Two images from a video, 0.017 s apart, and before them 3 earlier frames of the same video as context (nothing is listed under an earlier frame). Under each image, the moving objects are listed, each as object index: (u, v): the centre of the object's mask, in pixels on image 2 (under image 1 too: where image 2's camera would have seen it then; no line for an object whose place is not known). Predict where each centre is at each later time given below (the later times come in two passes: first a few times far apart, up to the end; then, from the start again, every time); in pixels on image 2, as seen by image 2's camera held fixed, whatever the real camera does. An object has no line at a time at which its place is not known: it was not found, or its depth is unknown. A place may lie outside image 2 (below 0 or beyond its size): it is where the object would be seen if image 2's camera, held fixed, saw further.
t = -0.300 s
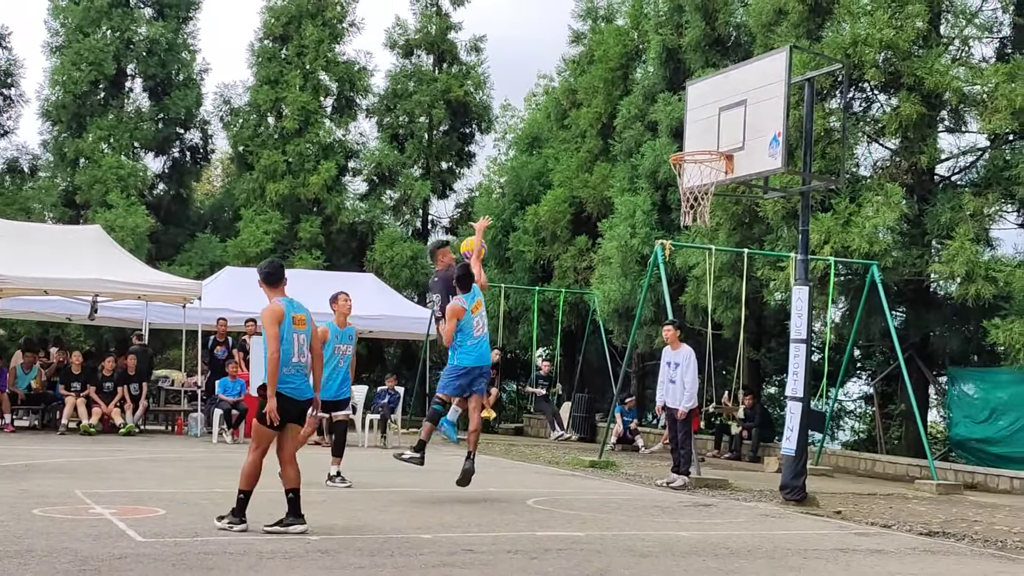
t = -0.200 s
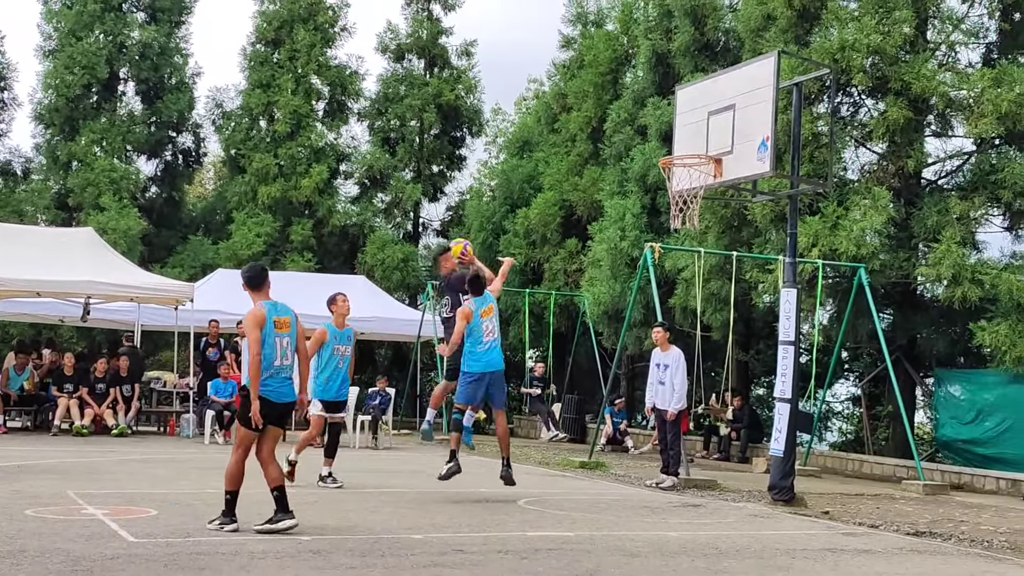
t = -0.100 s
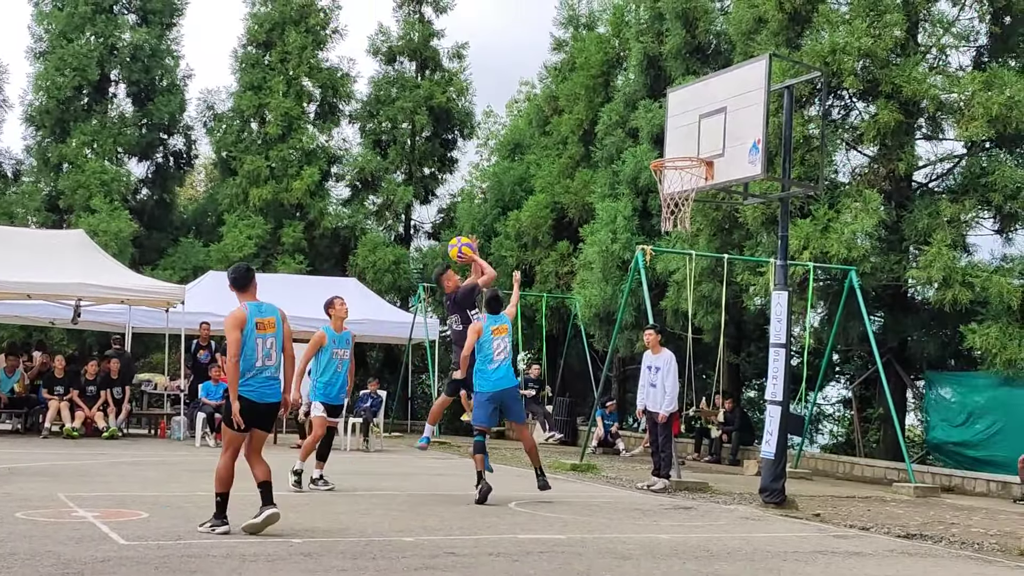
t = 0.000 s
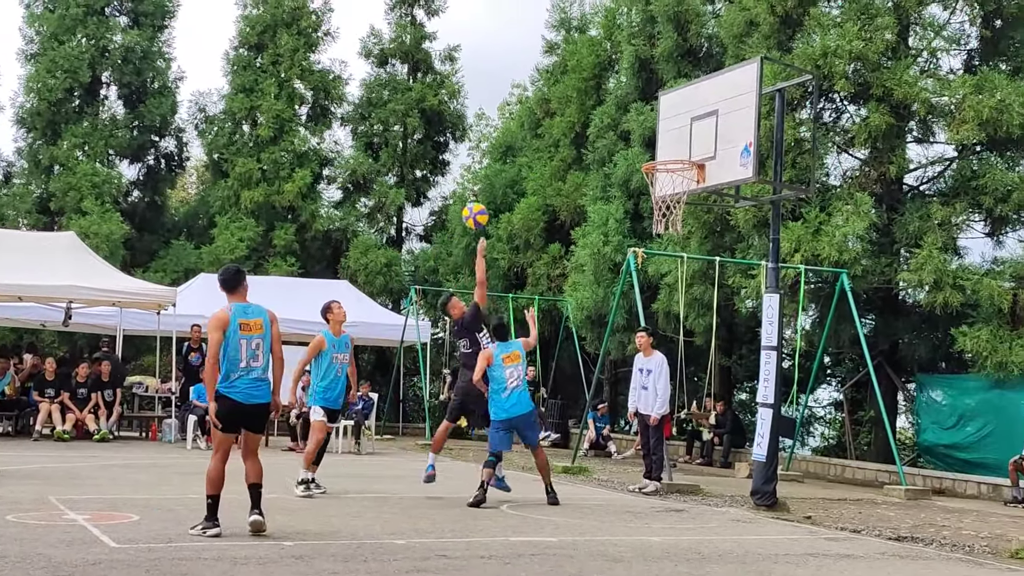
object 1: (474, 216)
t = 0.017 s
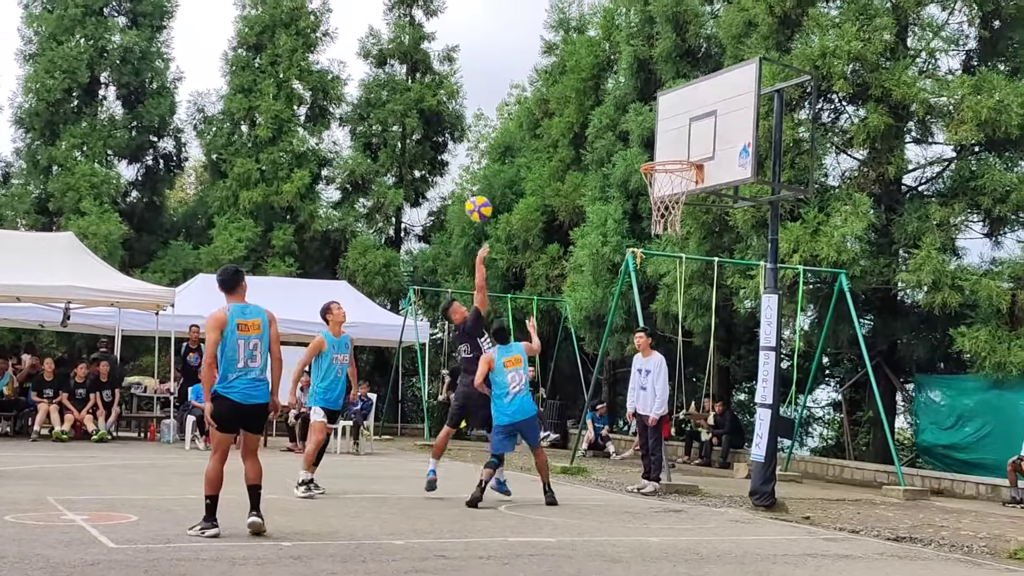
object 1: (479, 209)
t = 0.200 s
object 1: (529, 146)
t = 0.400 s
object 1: (584, 118)
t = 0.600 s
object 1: (639, 132)
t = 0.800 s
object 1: (681, 172)
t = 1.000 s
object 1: (679, 190)
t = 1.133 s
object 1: (667, 205)
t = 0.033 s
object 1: (483, 201)
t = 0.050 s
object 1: (488, 195)
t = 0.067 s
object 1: (493, 188)
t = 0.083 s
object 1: (497, 182)
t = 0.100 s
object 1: (502, 175)
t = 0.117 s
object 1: (507, 170)
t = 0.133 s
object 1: (511, 165)
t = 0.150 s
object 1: (516, 160)
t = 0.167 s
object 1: (520, 155)
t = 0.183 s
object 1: (525, 150)
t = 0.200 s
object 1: (529, 146)
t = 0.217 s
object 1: (534, 142)
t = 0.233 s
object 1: (538, 139)
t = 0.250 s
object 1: (543, 135)
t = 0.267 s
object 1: (548, 132)
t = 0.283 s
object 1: (553, 129)
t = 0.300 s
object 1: (557, 126)
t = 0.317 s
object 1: (562, 125)
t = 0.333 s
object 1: (566, 122)
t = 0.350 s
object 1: (571, 121)
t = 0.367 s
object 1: (576, 120)
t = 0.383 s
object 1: (580, 119)
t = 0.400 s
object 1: (584, 118)
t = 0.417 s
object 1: (589, 117)
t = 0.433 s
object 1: (593, 117)
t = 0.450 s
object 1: (598, 118)
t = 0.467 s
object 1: (602, 118)
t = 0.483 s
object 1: (606, 118)
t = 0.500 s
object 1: (612, 120)
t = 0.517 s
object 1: (616, 121)
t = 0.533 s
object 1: (622, 123)
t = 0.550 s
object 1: (625, 125)
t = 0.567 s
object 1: (630, 127)
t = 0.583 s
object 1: (635, 129)
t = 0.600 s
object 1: (639, 132)
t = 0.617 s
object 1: (643, 136)
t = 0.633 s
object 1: (648, 139)
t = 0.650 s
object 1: (653, 143)
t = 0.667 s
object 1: (657, 147)
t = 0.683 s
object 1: (662, 150)
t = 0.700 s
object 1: (667, 152)
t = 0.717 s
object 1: (671, 161)
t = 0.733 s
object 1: (673, 162)
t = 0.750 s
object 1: (676, 164)
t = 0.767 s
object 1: (678, 166)
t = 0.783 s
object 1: (679, 168)
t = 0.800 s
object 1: (681, 172)
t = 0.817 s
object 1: (683, 174)
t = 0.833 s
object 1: (686, 177)
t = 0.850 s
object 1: (687, 178)
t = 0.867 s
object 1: (688, 179)
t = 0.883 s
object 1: (689, 181)
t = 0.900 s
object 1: (689, 182)
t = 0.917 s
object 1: (688, 184)
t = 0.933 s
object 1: (687, 184)
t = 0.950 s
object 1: (685, 185)
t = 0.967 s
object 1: (682, 187)
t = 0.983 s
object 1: (681, 190)
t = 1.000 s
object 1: (679, 190)
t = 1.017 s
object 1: (677, 191)
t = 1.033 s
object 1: (676, 194)
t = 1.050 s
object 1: (674, 196)
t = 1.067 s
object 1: (673, 198)
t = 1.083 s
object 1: (671, 199)
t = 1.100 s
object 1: (669, 201)
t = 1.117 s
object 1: (668, 204)
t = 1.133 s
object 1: (667, 205)
